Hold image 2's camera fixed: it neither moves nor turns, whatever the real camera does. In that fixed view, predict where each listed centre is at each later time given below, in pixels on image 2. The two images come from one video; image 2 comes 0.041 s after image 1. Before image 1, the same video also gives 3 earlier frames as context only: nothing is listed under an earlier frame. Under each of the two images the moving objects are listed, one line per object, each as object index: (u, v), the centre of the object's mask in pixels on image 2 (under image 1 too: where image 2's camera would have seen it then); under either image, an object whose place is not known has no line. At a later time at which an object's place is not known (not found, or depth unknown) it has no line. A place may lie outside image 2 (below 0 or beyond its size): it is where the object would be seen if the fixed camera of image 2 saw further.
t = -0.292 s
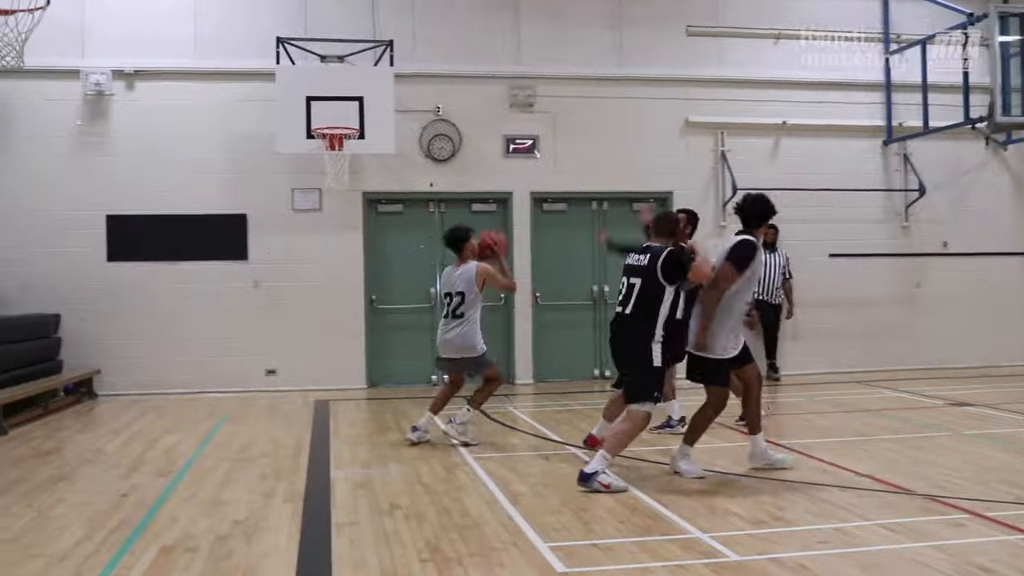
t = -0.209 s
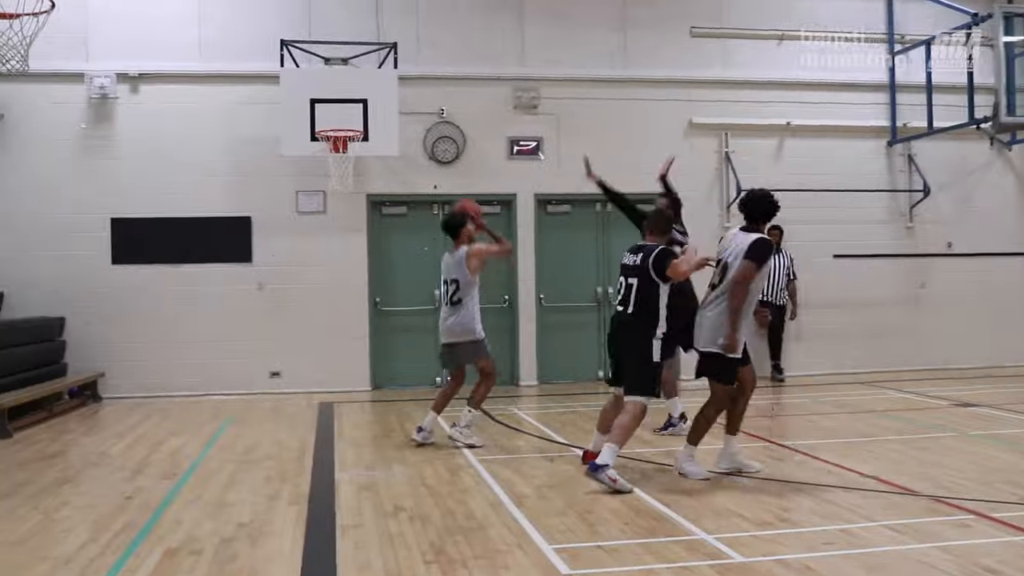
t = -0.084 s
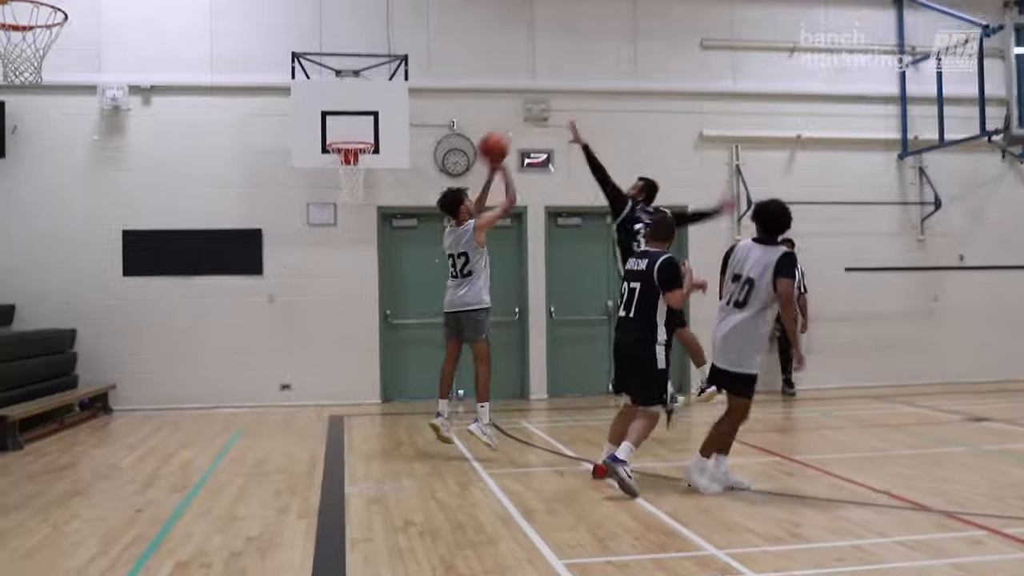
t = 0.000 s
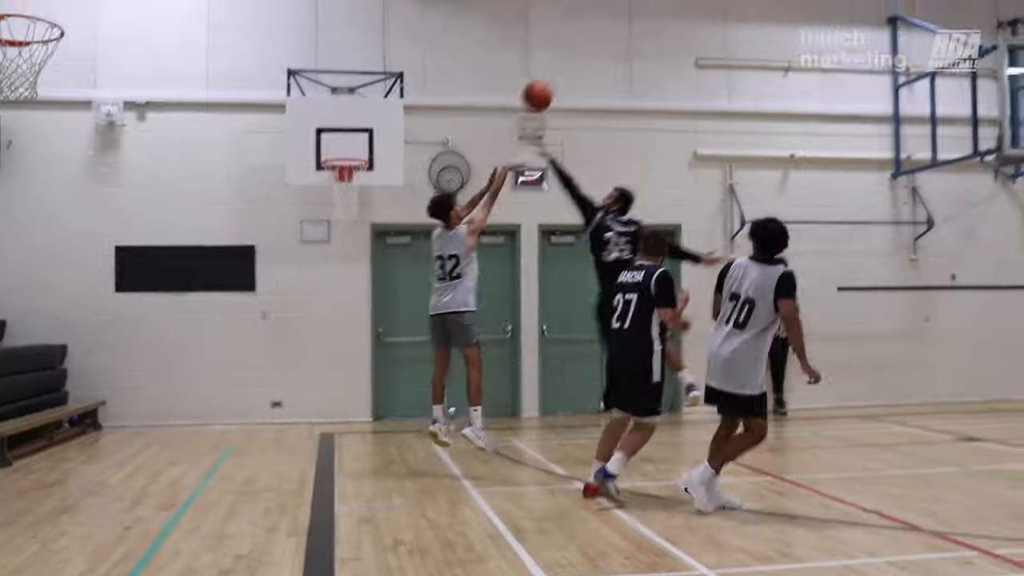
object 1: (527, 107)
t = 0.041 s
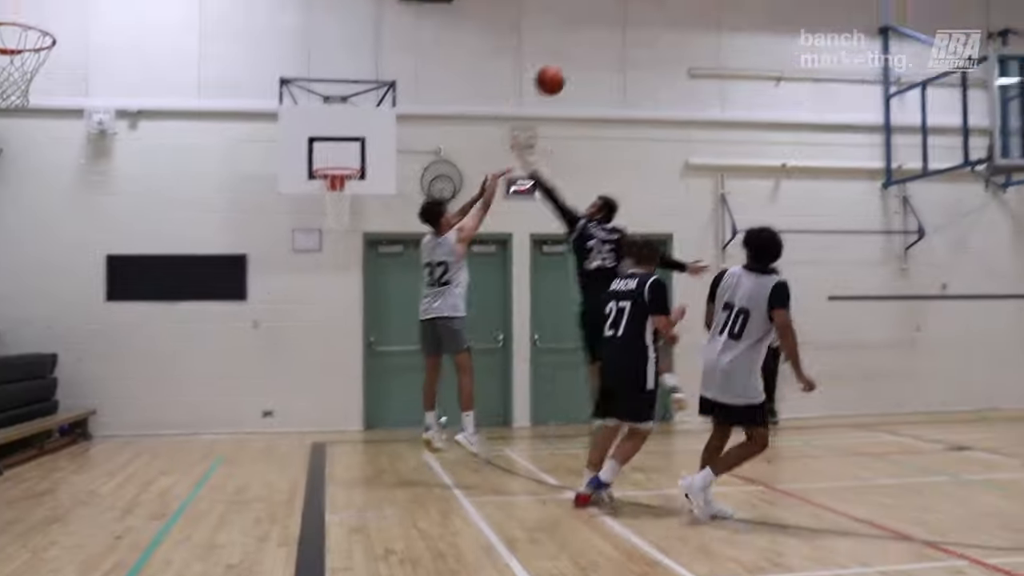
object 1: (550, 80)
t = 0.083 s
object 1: (582, 46)
